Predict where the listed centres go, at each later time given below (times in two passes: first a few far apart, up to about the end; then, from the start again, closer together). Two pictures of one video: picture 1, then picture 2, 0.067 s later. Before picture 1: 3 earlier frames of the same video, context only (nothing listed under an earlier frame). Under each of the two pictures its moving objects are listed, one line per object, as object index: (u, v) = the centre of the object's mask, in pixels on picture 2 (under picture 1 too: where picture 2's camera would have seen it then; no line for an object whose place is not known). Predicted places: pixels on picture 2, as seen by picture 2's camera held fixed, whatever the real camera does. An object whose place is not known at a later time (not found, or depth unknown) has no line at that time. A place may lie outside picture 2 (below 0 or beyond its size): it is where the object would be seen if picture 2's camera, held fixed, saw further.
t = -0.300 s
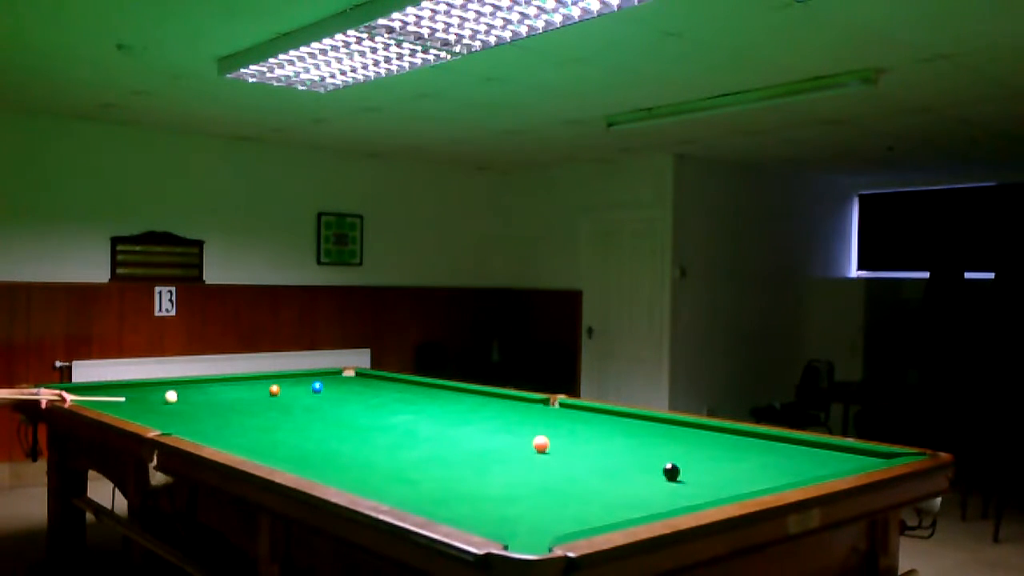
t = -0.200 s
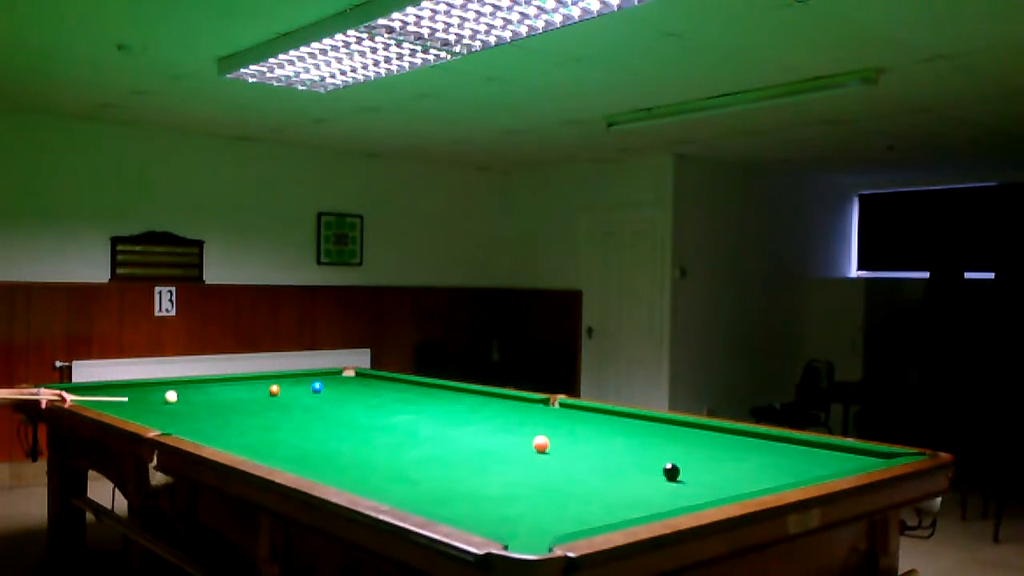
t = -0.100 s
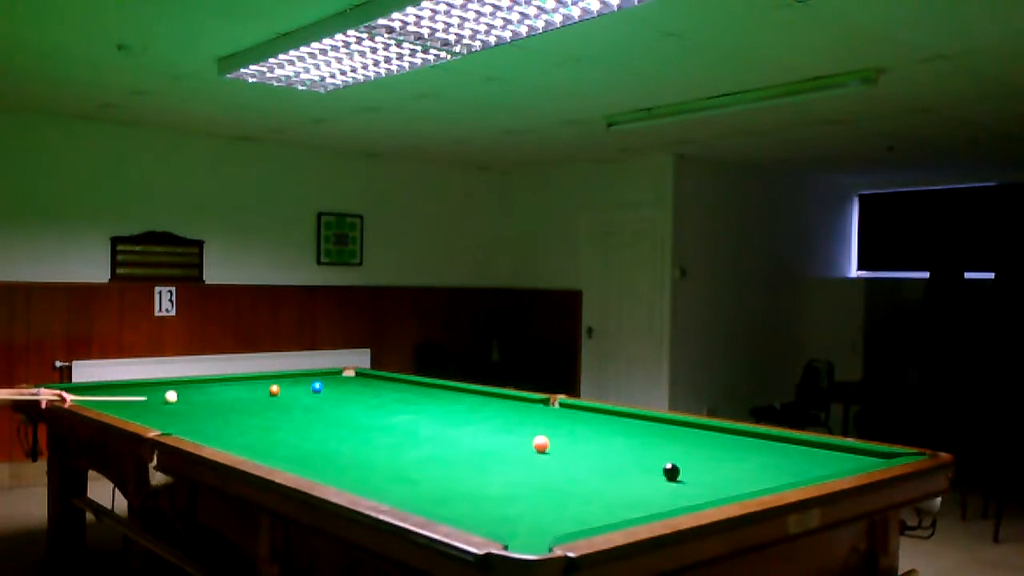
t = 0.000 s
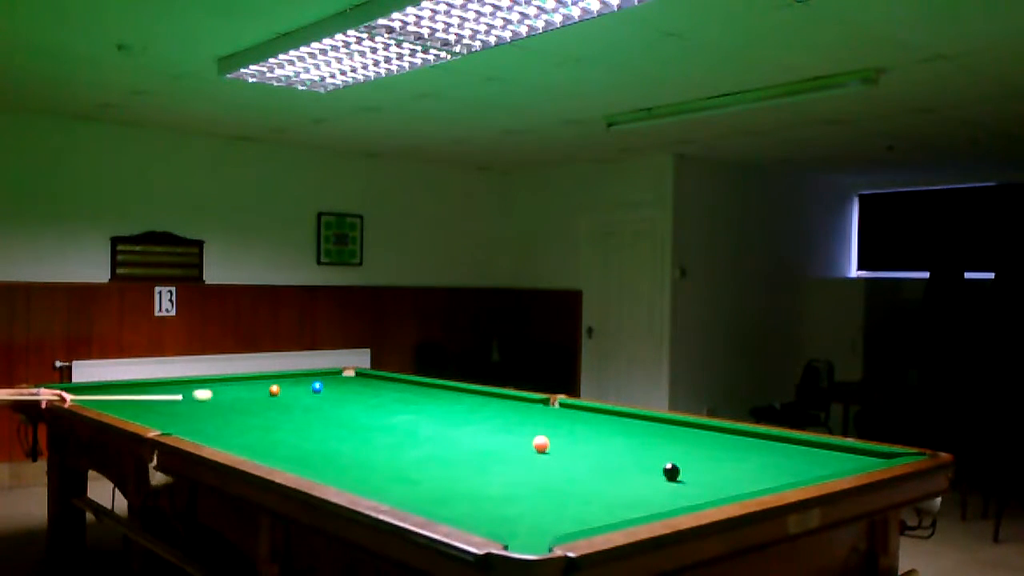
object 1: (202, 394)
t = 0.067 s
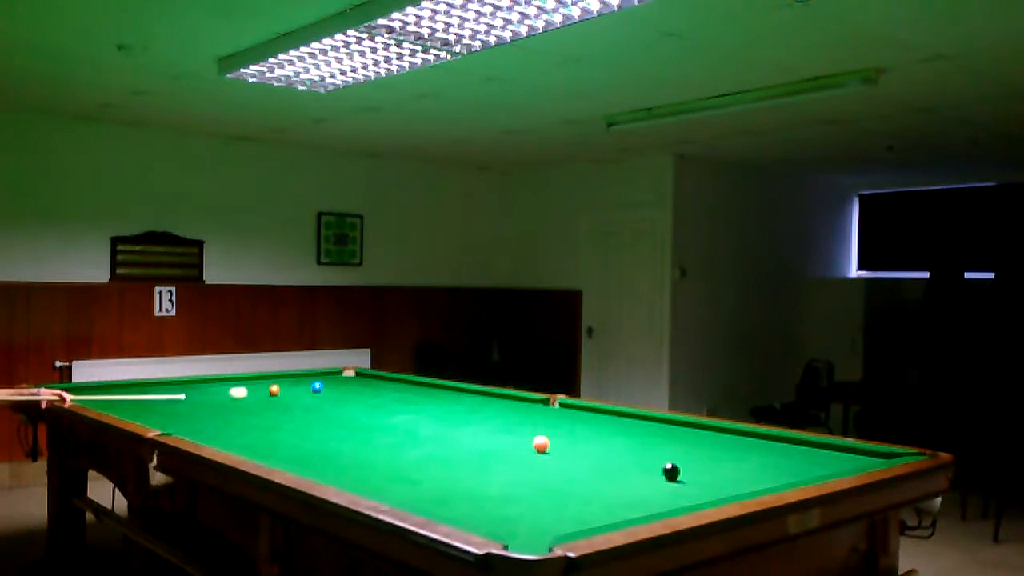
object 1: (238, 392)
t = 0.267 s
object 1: (316, 391)
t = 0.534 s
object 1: (402, 392)
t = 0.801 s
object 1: (488, 393)
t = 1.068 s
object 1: (506, 401)
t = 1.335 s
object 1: (510, 411)
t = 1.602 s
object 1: (514, 423)
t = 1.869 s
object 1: (518, 436)
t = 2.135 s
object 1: (524, 453)
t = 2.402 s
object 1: (532, 473)
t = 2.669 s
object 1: (541, 500)
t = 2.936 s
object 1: (551, 530)
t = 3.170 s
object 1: (516, 527)
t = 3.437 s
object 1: (532, 507)
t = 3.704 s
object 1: (545, 490)
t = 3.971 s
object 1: (554, 476)
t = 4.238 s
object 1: (563, 464)
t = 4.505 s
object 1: (570, 455)
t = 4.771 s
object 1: (576, 446)
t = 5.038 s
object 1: (582, 439)
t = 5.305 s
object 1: (587, 432)
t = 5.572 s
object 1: (592, 427)
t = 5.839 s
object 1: (595, 422)
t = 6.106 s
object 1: (599, 418)
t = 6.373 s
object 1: (603, 414)
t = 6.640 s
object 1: (606, 410)
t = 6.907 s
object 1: (595, 409)
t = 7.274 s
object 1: (570, 409)
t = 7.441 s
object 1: (566, 409)
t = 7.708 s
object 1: (554, 409)
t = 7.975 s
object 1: (543, 409)
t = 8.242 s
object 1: (534, 409)
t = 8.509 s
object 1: (526, 409)
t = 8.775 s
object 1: (519, 409)
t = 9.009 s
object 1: (515, 409)
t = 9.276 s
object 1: (512, 409)
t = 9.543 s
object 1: (509, 409)
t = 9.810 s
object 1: (508, 409)
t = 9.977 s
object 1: (508, 409)
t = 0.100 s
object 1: (255, 391)
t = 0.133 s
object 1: (271, 390)
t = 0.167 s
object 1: (281, 390)
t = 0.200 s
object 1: (293, 391)
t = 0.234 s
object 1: (305, 390)
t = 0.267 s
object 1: (316, 391)
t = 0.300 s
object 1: (327, 391)
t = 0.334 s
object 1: (337, 391)
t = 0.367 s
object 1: (348, 391)
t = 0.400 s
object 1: (359, 391)
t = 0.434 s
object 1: (370, 392)
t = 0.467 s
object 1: (381, 392)
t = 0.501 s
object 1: (392, 392)
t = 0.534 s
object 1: (402, 392)
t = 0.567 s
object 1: (413, 392)
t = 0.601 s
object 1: (424, 393)
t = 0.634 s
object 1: (435, 393)
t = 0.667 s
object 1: (445, 393)
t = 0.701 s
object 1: (456, 393)
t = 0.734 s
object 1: (467, 393)
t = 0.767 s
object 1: (477, 393)
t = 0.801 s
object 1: (488, 393)
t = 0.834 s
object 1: (498, 393)
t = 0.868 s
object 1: (506, 394)
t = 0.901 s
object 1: (506, 395)
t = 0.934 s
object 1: (505, 396)
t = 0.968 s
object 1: (505, 398)
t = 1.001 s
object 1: (505, 399)
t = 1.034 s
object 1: (505, 400)
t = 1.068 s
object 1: (506, 401)
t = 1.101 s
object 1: (506, 402)
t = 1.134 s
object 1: (507, 403)
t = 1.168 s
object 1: (507, 404)
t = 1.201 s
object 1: (508, 406)
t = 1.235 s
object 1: (508, 407)
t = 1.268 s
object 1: (508, 408)
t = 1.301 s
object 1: (509, 410)
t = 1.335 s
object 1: (510, 411)
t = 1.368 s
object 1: (510, 412)
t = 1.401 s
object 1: (510, 414)
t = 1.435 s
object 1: (511, 415)
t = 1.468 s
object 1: (511, 417)
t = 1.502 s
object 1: (512, 418)
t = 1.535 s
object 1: (512, 420)
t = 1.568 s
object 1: (513, 421)
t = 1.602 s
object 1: (514, 423)
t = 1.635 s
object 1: (514, 424)
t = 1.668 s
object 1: (514, 426)
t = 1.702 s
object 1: (515, 428)
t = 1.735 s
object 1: (516, 429)
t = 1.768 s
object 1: (516, 431)
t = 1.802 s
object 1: (517, 433)
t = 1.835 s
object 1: (518, 435)
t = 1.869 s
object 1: (518, 436)
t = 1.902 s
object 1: (519, 439)
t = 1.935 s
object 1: (520, 440)
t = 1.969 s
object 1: (521, 443)
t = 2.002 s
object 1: (521, 444)
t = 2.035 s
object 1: (522, 446)
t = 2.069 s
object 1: (523, 449)
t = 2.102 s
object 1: (523, 451)
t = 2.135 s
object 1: (524, 453)
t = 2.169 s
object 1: (525, 455)
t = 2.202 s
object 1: (526, 458)
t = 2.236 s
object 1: (527, 460)
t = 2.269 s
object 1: (528, 463)
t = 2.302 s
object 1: (529, 465)
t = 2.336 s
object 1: (530, 468)
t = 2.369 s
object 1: (531, 470)
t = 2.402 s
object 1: (532, 473)
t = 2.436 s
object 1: (533, 477)
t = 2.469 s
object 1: (534, 479)
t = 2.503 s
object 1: (535, 483)
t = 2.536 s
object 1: (536, 486)
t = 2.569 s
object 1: (537, 490)
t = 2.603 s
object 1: (538, 493)
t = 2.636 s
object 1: (539, 496)
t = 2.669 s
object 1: (541, 500)
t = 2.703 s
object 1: (542, 504)
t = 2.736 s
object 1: (543, 507)
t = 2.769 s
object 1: (545, 511)
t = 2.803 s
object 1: (546, 515)
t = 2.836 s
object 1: (548, 520)
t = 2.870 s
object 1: (549, 524)
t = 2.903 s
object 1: (550, 528)
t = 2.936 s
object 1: (551, 530)
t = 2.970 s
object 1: (551, 533)
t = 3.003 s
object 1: (538, 535)
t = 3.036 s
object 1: (523, 536)
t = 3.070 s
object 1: (511, 534)
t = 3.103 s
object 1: (511, 532)
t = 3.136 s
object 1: (514, 529)
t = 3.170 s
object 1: (516, 527)
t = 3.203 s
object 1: (518, 524)
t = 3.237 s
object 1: (520, 522)
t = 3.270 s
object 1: (522, 519)
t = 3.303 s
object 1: (524, 516)
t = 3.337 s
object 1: (526, 514)
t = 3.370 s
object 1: (528, 511)
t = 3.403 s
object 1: (530, 509)
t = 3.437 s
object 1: (532, 507)
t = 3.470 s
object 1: (533, 504)
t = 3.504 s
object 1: (535, 502)
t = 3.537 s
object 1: (537, 500)
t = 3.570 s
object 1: (539, 498)
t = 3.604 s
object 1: (540, 496)
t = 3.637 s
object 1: (541, 494)
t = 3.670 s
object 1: (543, 492)
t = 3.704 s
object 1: (545, 490)
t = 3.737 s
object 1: (546, 488)
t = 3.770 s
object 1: (548, 487)
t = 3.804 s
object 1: (549, 485)
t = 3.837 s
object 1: (550, 483)
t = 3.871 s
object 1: (551, 481)
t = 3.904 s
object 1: (552, 479)
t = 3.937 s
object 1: (553, 478)
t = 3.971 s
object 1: (554, 476)
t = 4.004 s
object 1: (556, 475)
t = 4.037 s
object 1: (557, 473)
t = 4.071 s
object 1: (558, 472)
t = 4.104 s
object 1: (559, 471)
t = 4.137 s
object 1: (560, 469)
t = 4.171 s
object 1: (561, 467)
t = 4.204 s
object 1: (561, 466)
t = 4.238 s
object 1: (563, 464)
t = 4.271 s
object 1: (563, 463)
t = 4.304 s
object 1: (565, 462)
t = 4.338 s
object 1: (566, 461)
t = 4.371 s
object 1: (567, 460)
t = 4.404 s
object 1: (567, 458)
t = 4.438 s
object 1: (568, 457)
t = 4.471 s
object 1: (569, 456)
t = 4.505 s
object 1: (570, 455)
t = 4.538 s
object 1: (571, 454)
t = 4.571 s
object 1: (572, 453)
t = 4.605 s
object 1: (573, 452)
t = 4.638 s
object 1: (573, 451)
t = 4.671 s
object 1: (574, 449)
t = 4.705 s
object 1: (575, 448)
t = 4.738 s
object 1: (576, 447)
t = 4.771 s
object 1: (576, 446)
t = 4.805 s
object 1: (577, 445)
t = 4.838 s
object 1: (578, 444)
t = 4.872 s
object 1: (579, 444)
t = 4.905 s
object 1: (580, 442)
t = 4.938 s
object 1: (580, 441)
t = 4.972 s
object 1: (581, 441)
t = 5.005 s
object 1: (582, 440)
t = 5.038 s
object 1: (582, 439)
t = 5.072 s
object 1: (583, 438)
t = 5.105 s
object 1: (584, 437)
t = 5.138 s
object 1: (584, 437)
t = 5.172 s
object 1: (585, 436)
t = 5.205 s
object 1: (585, 435)
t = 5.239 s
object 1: (586, 434)
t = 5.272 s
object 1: (586, 433)
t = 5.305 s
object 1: (587, 432)
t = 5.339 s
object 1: (588, 432)
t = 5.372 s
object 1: (588, 431)
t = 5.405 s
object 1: (589, 430)
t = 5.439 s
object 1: (589, 430)
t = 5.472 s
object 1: (590, 429)
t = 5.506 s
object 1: (591, 428)
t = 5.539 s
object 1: (591, 428)
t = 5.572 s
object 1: (592, 427)
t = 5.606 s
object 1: (592, 426)
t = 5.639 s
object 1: (593, 426)
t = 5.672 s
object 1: (593, 425)
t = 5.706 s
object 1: (594, 425)
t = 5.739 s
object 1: (594, 424)
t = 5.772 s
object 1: (595, 424)
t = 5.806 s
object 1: (595, 423)
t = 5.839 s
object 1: (595, 422)
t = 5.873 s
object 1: (596, 421)
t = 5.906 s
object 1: (596, 421)
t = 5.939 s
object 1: (597, 420)
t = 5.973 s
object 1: (597, 420)
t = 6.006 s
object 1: (598, 419)
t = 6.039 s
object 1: (598, 419)
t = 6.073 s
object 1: (599, 418)
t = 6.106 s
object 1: (599, 418)
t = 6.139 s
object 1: (600, 417)
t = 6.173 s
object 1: (600, 417)
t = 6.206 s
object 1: (601, 416)
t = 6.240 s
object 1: (601, 416)
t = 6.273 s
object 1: (601, 415)
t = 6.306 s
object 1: (602, 415)
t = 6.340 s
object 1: (602, 414)
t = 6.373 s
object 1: (603, 414)
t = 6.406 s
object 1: (603, 413)
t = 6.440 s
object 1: (604, 413)
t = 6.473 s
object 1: (604, 412)
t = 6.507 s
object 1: (604, 412)
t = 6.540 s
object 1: (605, 411)
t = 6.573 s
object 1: (605, 411)
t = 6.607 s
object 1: (606, 411)
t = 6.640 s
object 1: (606, 410)
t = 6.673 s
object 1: (606, 410)
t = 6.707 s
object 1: (607, 410)
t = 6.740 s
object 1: (605, 409)
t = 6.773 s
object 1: (603, 409)
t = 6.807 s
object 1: (600, 409)
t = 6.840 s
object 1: (599, 409)
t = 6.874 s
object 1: (596, 409)
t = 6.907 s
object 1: (595, 409)
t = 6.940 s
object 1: (592, 409)
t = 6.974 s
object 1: (590, 409)
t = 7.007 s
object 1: (589, 409)
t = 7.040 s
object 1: (588, 409)
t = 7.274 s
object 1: (570, 409)
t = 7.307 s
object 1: (572, 409)
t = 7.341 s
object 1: (571, 409)
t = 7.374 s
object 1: (569, 409)
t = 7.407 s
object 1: (568, 409)
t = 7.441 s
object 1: (566, 409)
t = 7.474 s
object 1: (564, 409)
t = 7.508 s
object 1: (563, 409)
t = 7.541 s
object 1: (561, 409)
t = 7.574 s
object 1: (560, 409)
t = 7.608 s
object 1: (558, 409)
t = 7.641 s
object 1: (557, 409)
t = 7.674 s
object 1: (555, 409)
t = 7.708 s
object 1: (554, 409)
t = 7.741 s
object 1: (552, 409)
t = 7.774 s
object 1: (551, 409)
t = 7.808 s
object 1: (550, 409)
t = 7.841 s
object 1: (548, 409)
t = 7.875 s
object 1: (547, 409)
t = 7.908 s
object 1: (545, 409)
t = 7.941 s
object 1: (544, 409)
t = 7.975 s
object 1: (543, 409)
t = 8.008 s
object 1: (542, 409)
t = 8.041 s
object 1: (540, 409)
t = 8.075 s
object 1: (539, 409)
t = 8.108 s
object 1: (538, 409)
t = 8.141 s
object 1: (537, 409)
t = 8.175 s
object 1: (536, 409)
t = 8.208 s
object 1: (535, 409)
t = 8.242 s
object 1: (534, 409)
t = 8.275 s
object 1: (533, 409)
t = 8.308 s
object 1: (532, 409)
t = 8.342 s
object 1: (531, 409)
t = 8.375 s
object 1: (530, 409)
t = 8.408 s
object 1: (529, 409)
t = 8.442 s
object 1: (528, 409)
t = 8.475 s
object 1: (527, 409)
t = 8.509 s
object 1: (526, 409)
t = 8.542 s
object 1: (525, 409)
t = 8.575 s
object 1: (524, 409)
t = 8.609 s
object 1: (524, 409)
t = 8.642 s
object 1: (523, 409)
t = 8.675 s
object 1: (522, 409)
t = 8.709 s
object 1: (521, 409)
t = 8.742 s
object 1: (520, 409)
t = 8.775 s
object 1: (519, 409)
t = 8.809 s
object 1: (519, 409)
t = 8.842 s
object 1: (518, 409)
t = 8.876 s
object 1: (518, 409)
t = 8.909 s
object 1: (517, 409)
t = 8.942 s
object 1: (517, 409)
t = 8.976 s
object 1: (516, 409)
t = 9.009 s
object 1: (515, 409)
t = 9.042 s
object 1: (515, 409)
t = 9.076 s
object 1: (514, 409)
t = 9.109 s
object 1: (514, 409)
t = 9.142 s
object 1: (514, 409)
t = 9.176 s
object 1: (513, 409)
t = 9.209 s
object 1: (513, 409)
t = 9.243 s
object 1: (512, 409)
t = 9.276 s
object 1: (512, 409)
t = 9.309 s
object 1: (511, 409)
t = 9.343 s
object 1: (511, 409)
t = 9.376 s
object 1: (511, 409)
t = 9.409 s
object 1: (511, 409)
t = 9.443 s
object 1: (510, 409)
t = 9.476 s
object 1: (510, 409)
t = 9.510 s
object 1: (510, 409)
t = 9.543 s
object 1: (509, 409)
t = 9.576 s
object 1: (509, 409)
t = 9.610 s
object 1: (509, 409)
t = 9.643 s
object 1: (509, 409)
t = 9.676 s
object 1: (509, 409)
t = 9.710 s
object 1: (509, 409)
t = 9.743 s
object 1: (509, 409)
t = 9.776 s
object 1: (509, 409)
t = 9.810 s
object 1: (508, 409)
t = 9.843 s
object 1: (508, 409)
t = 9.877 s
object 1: (508, 409)
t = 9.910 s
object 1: (508, 409)
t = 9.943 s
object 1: (508, 409)
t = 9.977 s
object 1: (508, 409)
